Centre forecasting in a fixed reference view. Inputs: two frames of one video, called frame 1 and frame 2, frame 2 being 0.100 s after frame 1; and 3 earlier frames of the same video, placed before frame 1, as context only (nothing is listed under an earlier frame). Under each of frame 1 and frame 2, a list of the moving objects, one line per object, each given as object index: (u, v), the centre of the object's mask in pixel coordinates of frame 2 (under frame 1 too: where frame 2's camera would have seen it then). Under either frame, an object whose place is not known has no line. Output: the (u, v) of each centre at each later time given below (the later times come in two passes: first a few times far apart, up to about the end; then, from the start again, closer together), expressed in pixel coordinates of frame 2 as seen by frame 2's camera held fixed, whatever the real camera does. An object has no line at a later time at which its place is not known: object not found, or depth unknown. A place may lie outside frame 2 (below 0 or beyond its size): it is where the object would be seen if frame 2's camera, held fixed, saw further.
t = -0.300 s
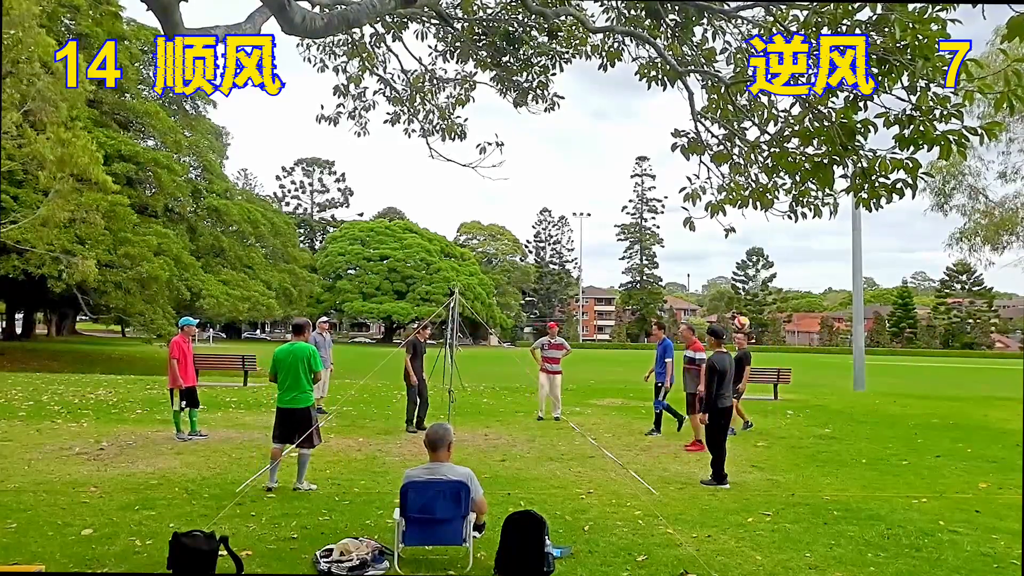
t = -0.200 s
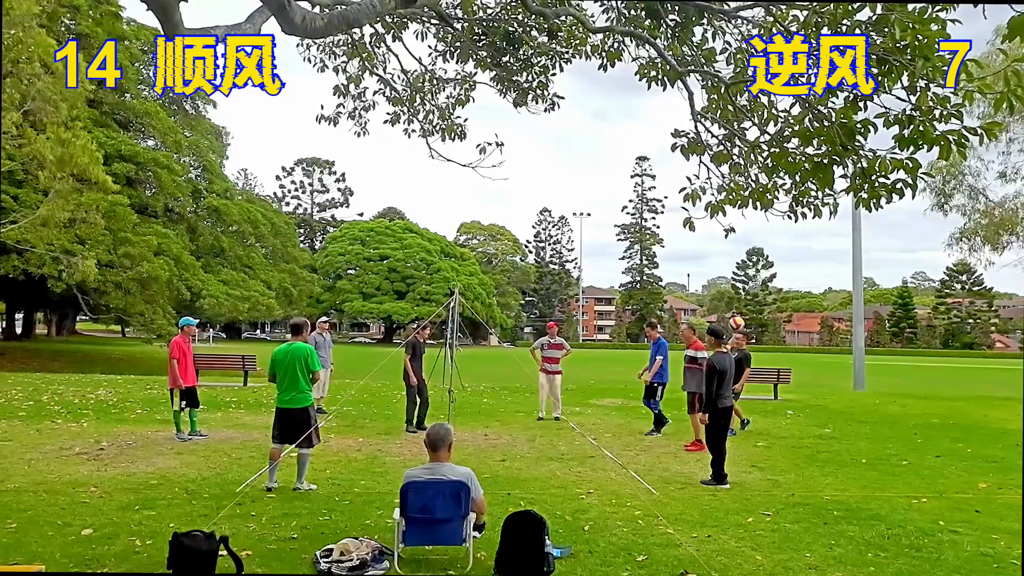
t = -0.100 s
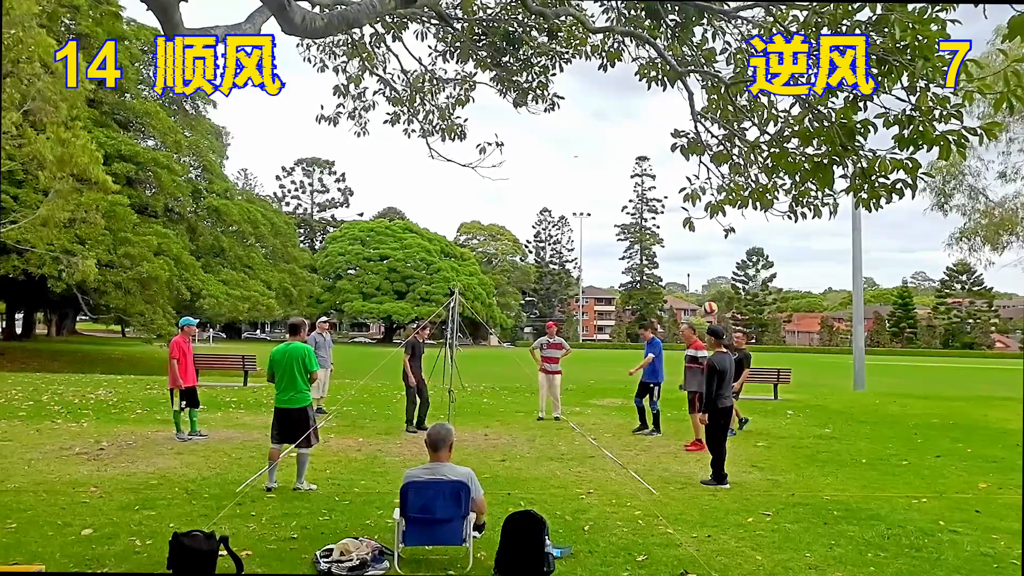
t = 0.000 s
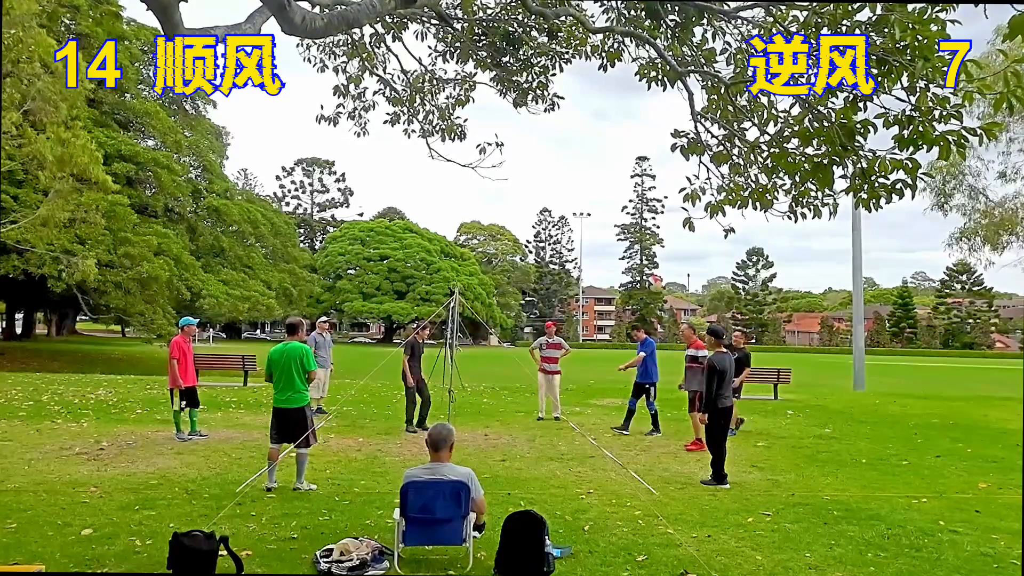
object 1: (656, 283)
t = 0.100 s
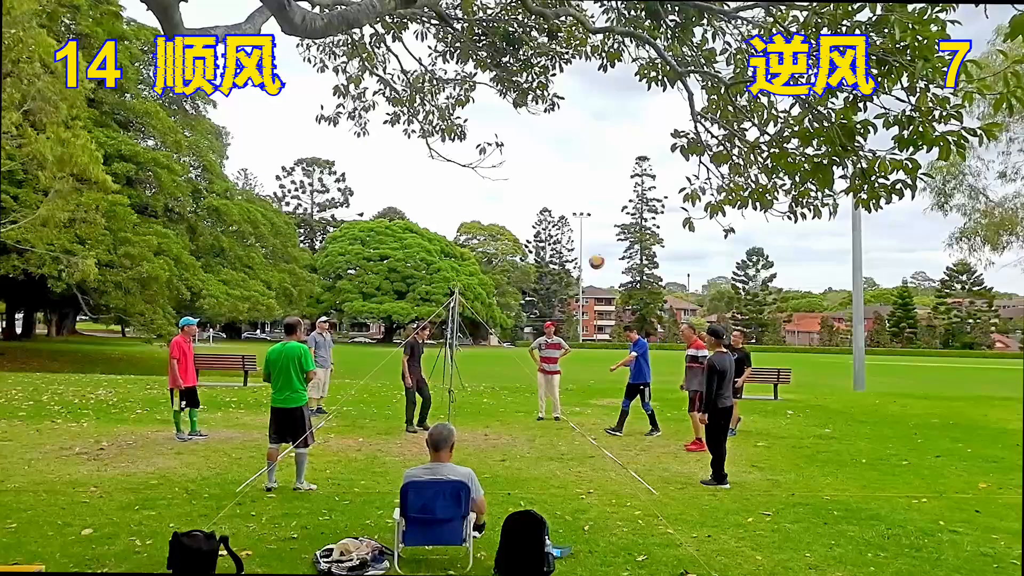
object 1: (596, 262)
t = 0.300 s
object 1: (482, 228)
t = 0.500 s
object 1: (362, 217)
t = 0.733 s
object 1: (224, 233)
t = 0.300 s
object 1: (482, 228)
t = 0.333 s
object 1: (461, 225)
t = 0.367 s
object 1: (441, 222)
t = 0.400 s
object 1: (421, 220)
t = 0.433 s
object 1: (401, 218)
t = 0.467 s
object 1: (383, 217)
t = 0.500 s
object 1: (362, 217)
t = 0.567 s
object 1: (324, 218)
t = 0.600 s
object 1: (305, 221)
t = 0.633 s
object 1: (284, 221)
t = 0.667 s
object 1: (264, 225)
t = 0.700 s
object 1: (245, 230)
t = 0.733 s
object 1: (224, 233)
